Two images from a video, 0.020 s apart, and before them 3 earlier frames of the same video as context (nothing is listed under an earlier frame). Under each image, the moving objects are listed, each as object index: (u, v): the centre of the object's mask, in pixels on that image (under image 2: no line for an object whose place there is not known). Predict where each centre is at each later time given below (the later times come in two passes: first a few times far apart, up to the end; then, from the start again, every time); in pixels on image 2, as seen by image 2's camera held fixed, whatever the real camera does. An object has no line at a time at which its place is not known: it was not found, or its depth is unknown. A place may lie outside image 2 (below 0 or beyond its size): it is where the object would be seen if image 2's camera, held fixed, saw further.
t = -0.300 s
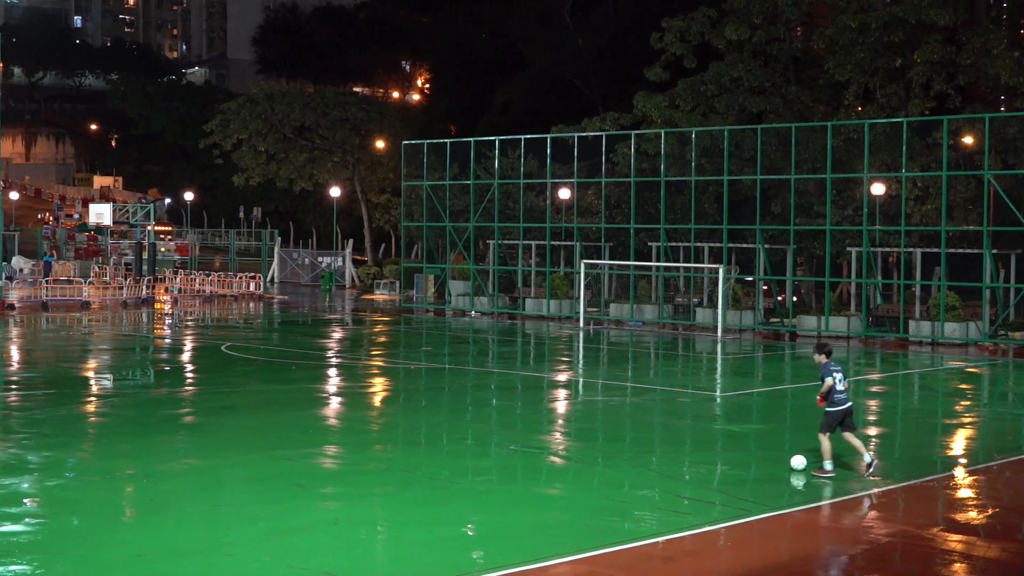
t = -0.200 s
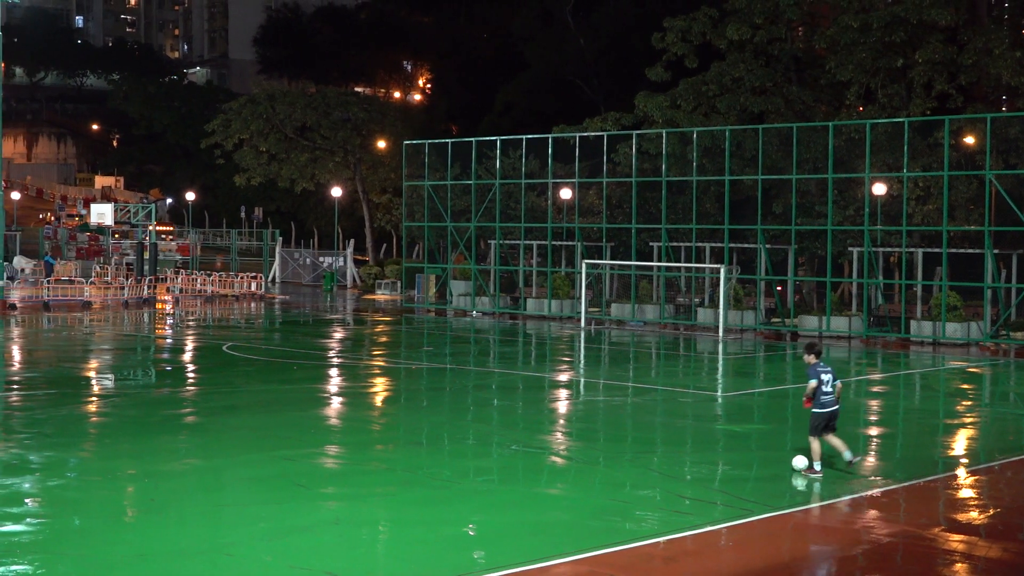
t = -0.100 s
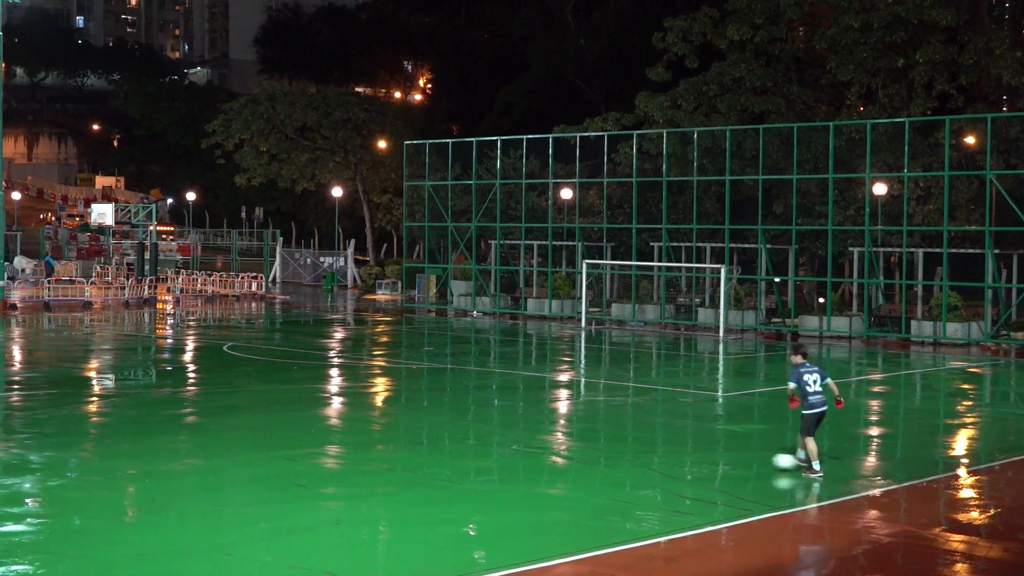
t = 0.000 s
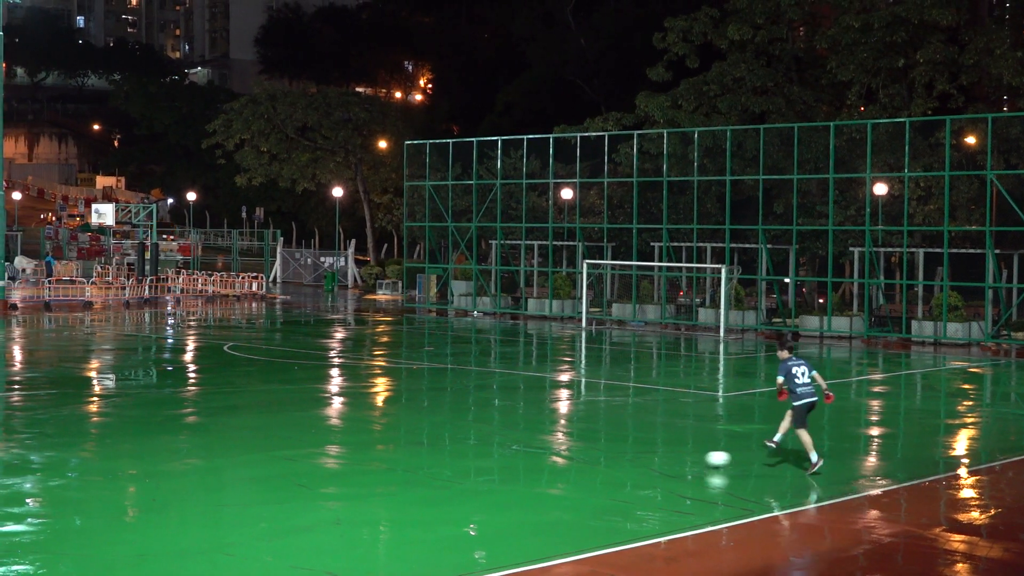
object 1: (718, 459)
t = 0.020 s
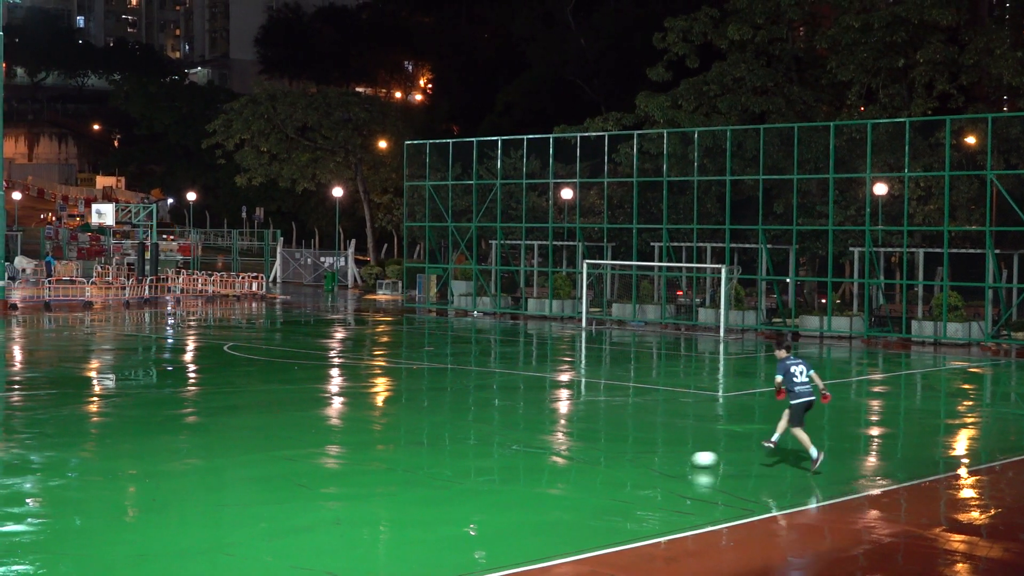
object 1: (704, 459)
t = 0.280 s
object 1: (552, 454)
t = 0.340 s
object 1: (523, 454)
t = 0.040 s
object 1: (691, 459)
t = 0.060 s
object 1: (679, 458)
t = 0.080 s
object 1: (666, 457)
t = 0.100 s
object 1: (654, 457)
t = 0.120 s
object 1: (642, 456)
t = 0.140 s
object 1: (630, 456)
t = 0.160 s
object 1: (619, 456)
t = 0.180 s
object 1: (607, 456)
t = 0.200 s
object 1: (596, 456)
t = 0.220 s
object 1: (585, 455)
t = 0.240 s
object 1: (575, 455)
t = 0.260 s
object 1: (564, 454)
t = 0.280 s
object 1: (552, 454)
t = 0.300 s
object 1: (542, 454)
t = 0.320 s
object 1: (532, 454)
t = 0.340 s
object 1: (523, 454)
